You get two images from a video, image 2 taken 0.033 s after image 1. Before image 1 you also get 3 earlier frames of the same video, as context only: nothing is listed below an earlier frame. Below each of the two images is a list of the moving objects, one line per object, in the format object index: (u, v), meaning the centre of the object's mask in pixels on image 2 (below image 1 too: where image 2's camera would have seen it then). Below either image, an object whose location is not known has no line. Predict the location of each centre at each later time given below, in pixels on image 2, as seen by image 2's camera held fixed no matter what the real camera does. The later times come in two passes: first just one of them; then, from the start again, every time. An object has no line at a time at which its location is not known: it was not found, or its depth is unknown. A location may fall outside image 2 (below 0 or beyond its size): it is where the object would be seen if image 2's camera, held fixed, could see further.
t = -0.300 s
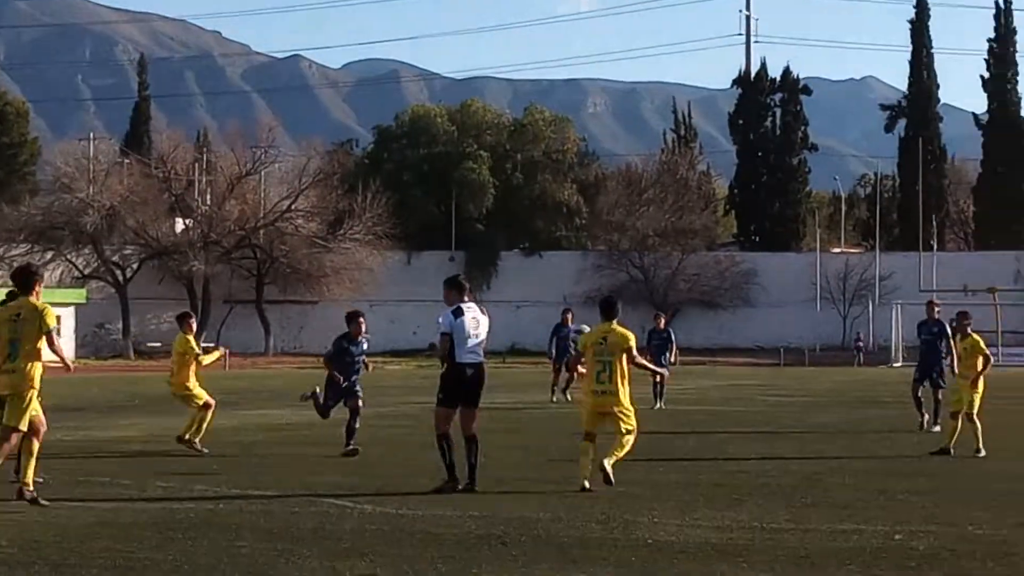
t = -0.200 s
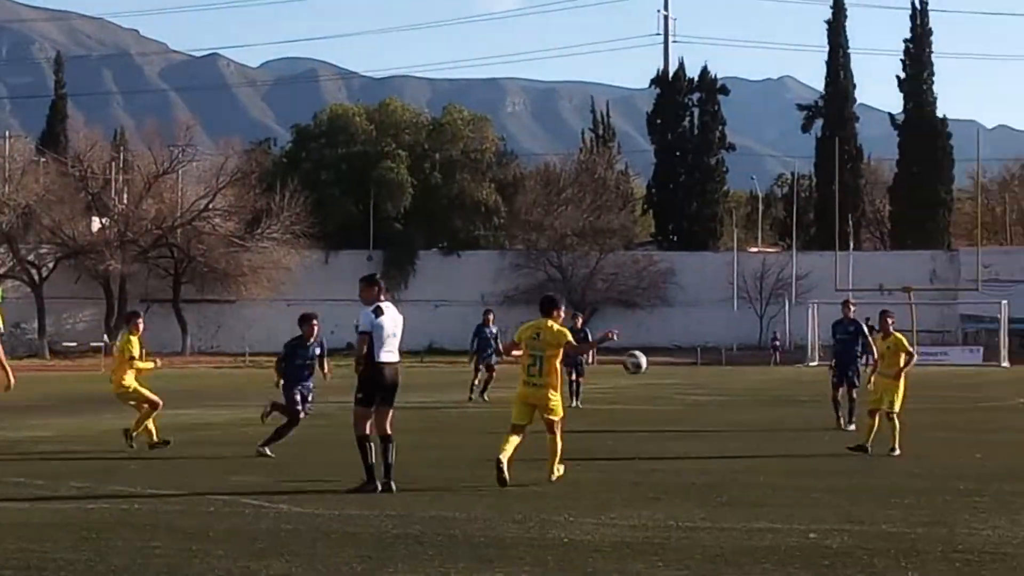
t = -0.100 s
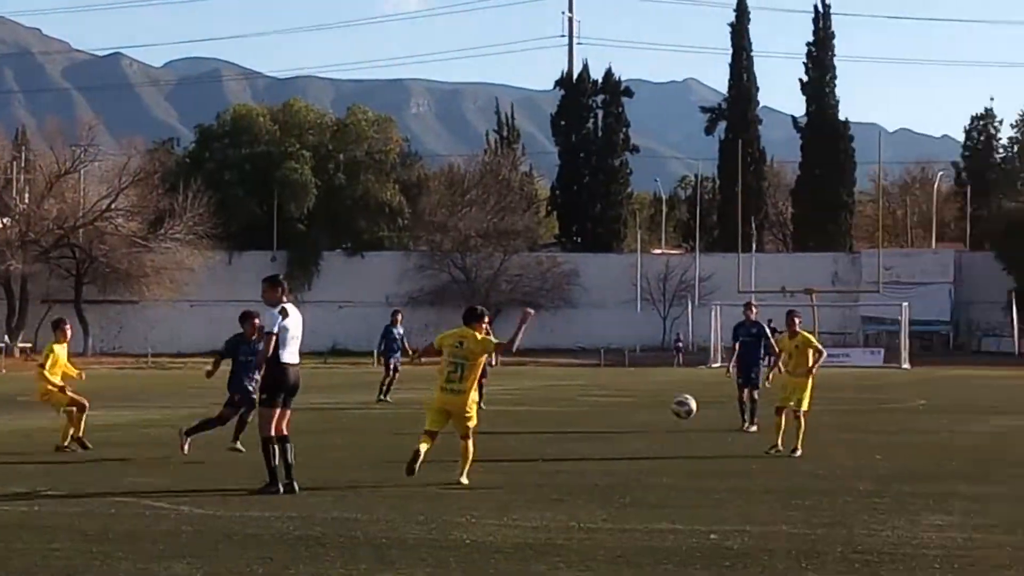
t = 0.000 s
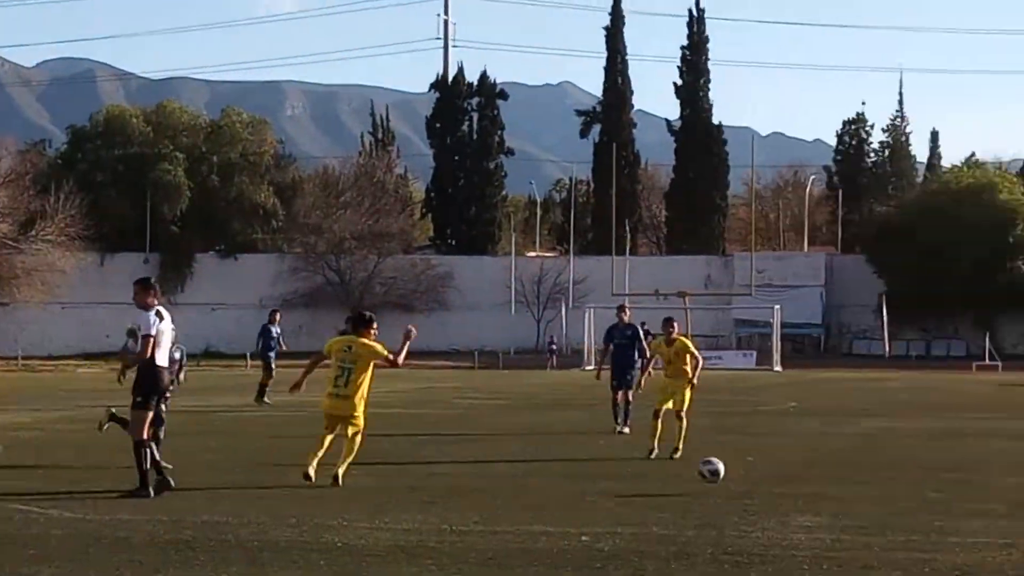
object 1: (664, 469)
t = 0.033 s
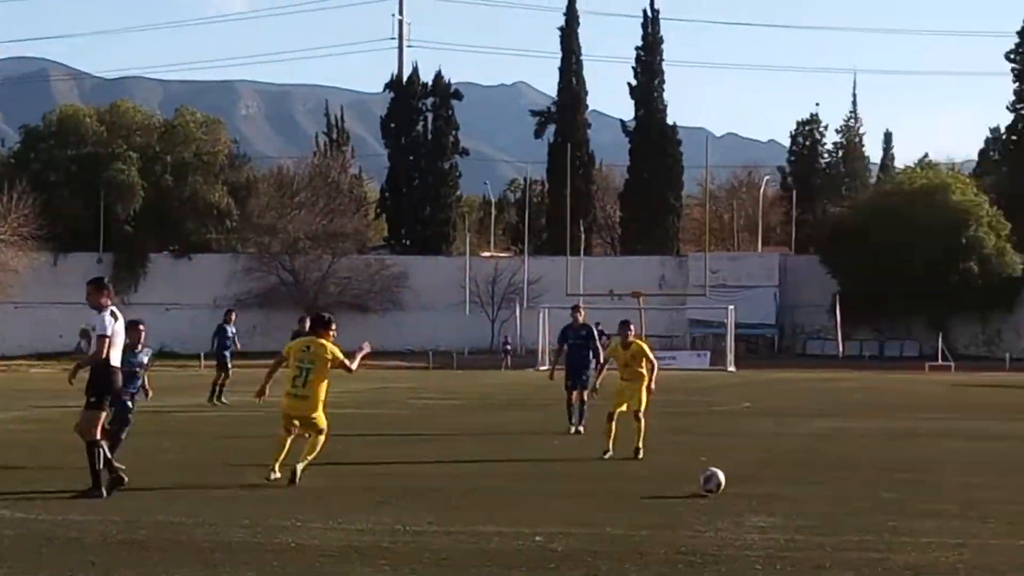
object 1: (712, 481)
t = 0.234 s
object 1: (925, 396)
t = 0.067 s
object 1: (746, 464)
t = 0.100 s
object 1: (780, 447)
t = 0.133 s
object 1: (816, 432)
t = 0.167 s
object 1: (852, 419)
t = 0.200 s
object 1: (888, 407)
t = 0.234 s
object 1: (925, 396)
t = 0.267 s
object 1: (962, 387)
